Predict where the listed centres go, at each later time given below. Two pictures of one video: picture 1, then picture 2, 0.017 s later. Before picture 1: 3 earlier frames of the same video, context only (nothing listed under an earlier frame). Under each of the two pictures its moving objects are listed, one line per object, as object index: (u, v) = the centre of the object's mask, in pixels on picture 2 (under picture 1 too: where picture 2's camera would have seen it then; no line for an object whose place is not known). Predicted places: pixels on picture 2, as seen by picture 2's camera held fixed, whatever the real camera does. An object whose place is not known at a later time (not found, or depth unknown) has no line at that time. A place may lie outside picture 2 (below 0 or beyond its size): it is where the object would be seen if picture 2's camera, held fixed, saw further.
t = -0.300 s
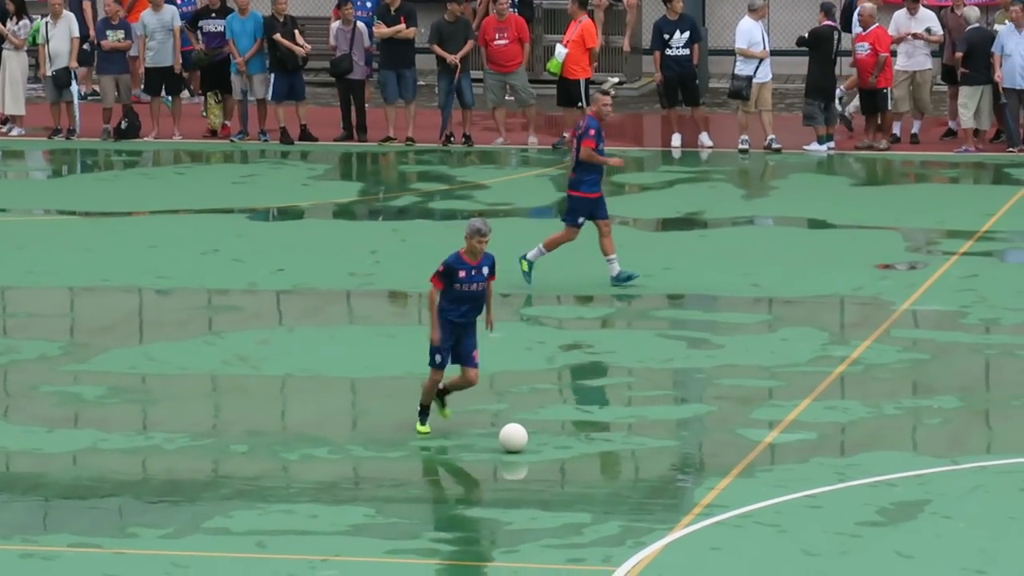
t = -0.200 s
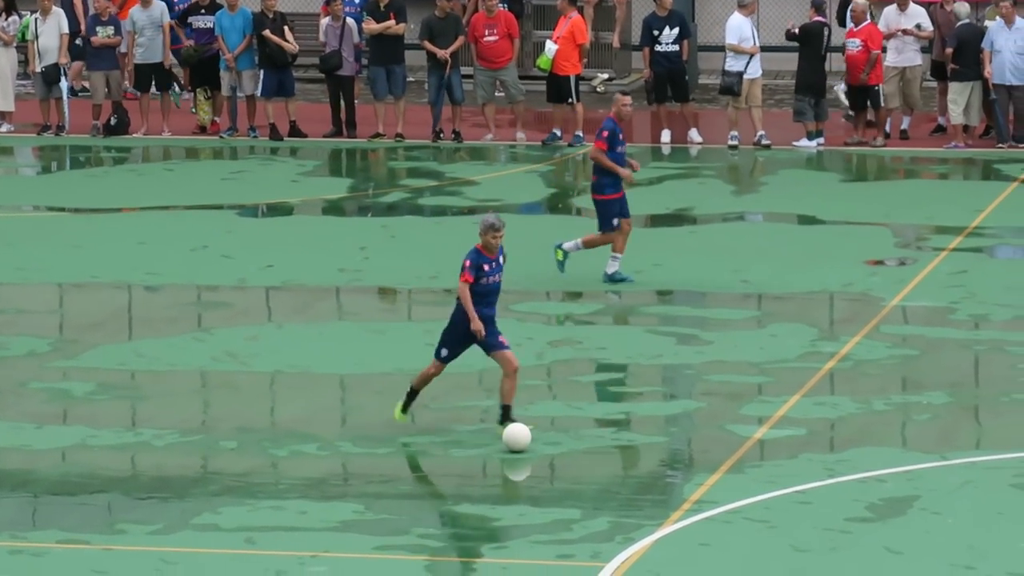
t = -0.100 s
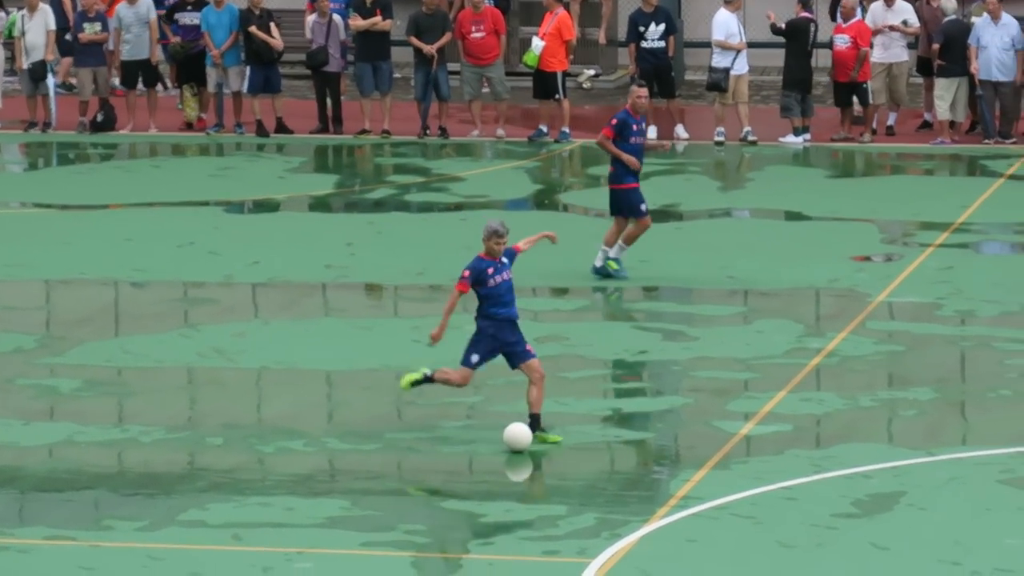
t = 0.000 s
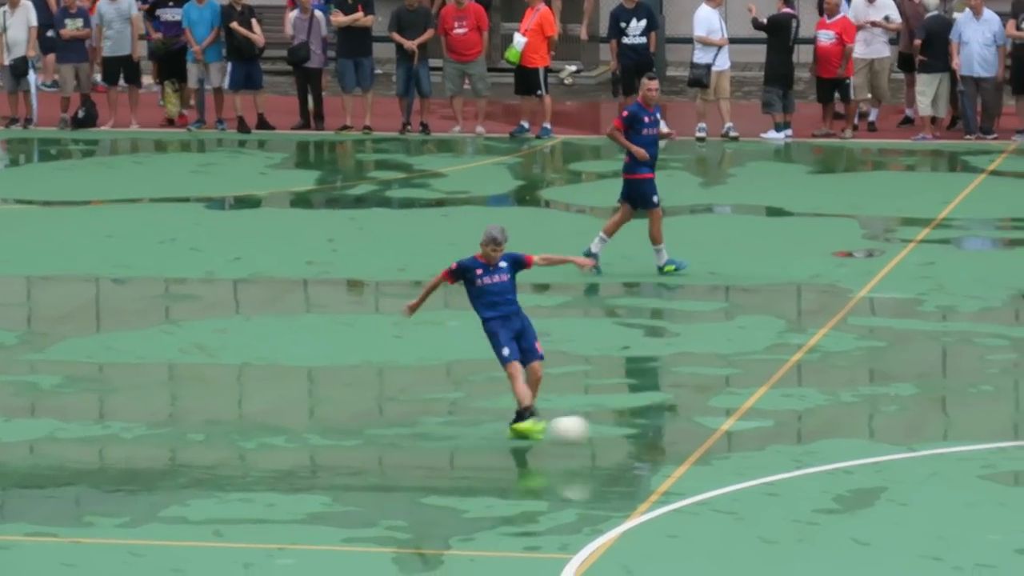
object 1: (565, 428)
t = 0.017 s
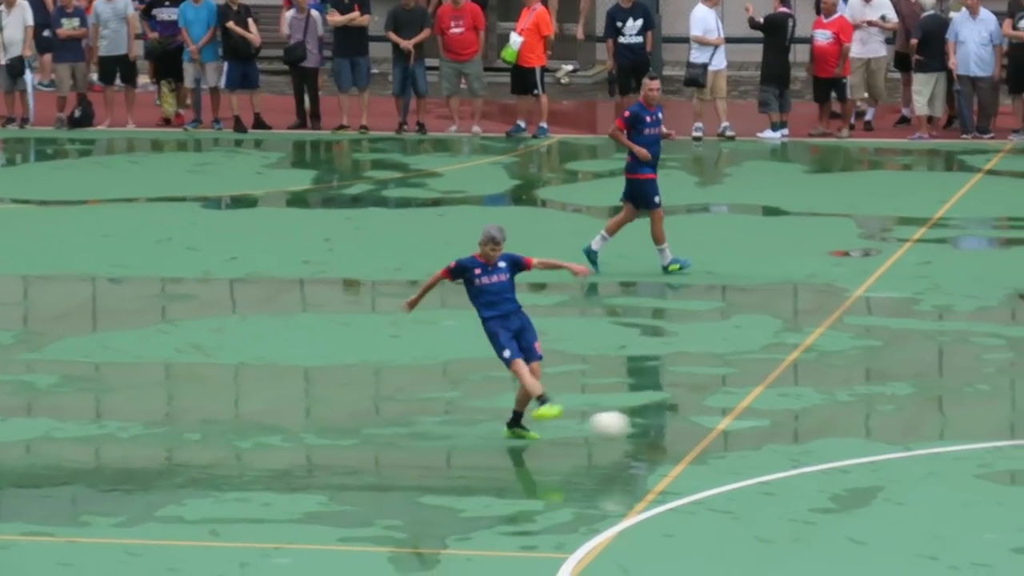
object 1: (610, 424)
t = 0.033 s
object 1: (653, 422)
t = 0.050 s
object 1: (697, 417)
